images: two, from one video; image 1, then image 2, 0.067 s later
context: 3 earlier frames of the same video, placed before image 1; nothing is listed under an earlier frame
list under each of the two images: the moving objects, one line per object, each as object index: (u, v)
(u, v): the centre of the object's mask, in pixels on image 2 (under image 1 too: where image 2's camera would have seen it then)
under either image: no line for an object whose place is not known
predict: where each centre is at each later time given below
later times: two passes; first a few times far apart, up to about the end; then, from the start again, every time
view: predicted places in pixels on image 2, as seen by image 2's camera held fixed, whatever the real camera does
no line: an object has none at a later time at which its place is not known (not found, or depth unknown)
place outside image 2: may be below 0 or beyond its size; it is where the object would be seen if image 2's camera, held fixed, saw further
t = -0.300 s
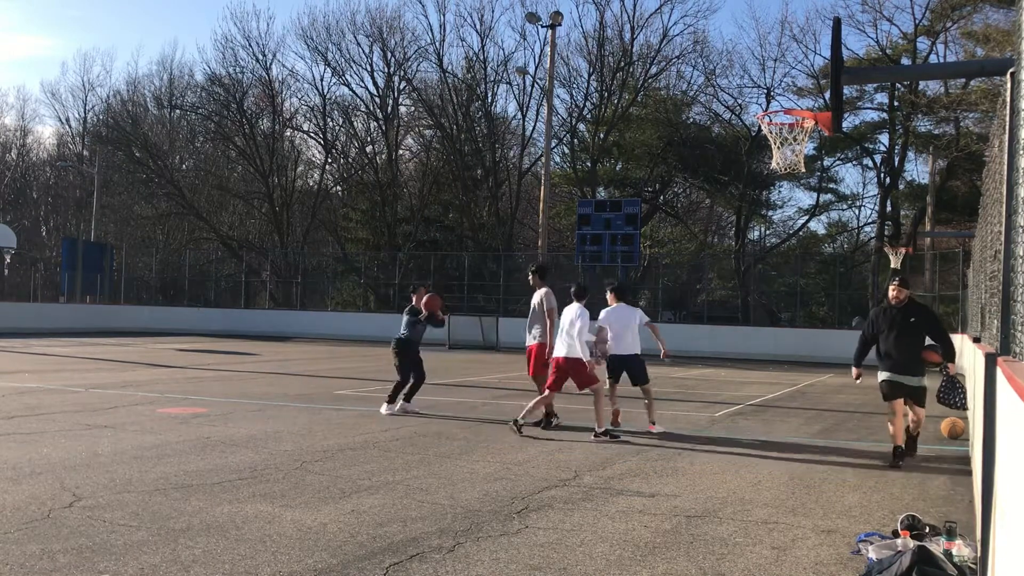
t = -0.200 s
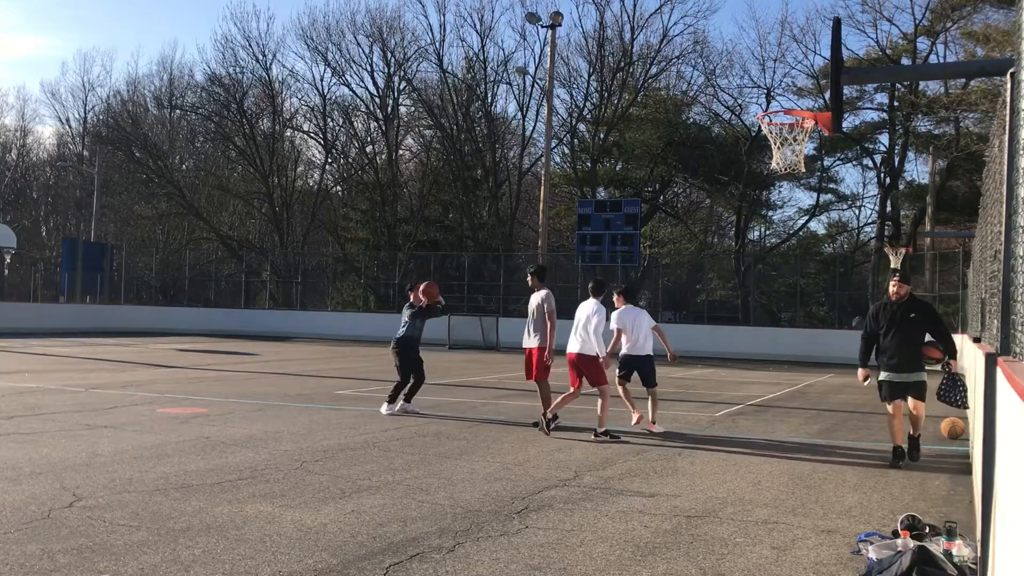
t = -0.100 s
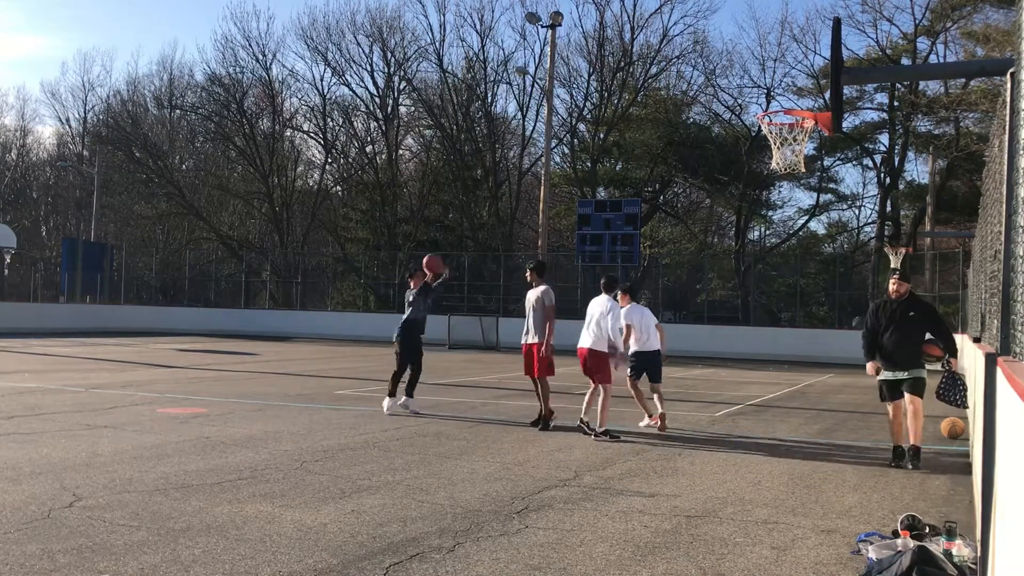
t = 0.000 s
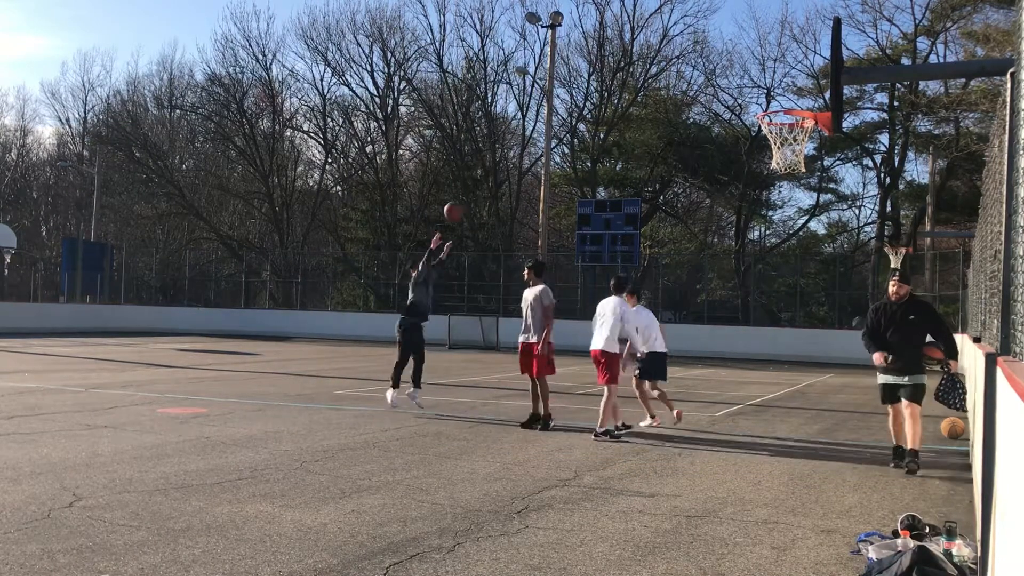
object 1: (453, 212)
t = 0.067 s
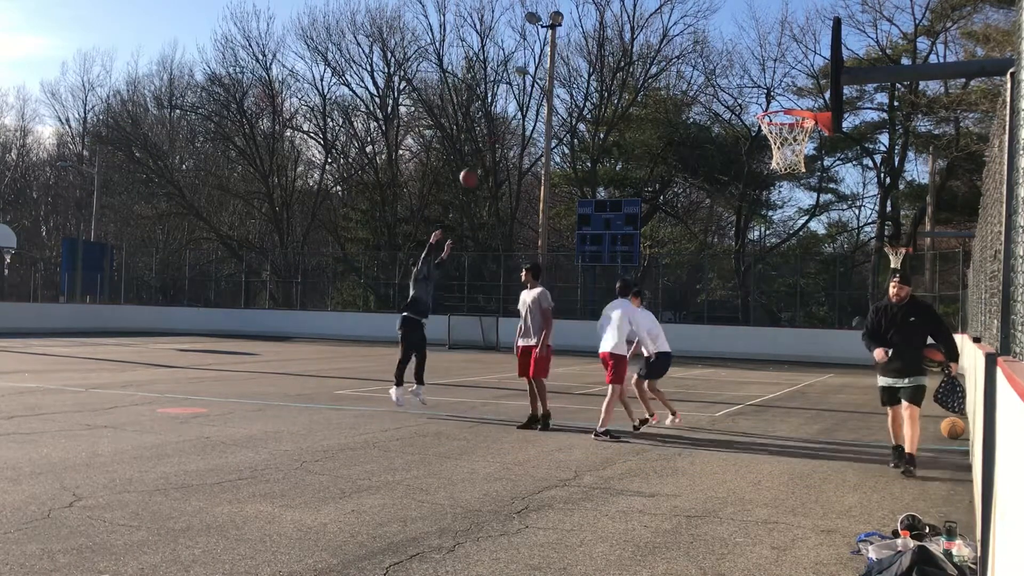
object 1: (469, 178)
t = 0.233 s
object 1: (512, 105)
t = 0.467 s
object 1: (576, 32)
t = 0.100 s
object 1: (478, 162)
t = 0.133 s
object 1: (486, 147)
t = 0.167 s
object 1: (494, 132)
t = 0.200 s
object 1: (503, 118)
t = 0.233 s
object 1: (512, 105)
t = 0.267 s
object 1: (521, 92)
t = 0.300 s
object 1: (530, 80)
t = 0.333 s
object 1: (539, 69)
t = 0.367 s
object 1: (548, 59)
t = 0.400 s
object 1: (557, 49)
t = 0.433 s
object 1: (567, 40)
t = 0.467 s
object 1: (576, 32)
